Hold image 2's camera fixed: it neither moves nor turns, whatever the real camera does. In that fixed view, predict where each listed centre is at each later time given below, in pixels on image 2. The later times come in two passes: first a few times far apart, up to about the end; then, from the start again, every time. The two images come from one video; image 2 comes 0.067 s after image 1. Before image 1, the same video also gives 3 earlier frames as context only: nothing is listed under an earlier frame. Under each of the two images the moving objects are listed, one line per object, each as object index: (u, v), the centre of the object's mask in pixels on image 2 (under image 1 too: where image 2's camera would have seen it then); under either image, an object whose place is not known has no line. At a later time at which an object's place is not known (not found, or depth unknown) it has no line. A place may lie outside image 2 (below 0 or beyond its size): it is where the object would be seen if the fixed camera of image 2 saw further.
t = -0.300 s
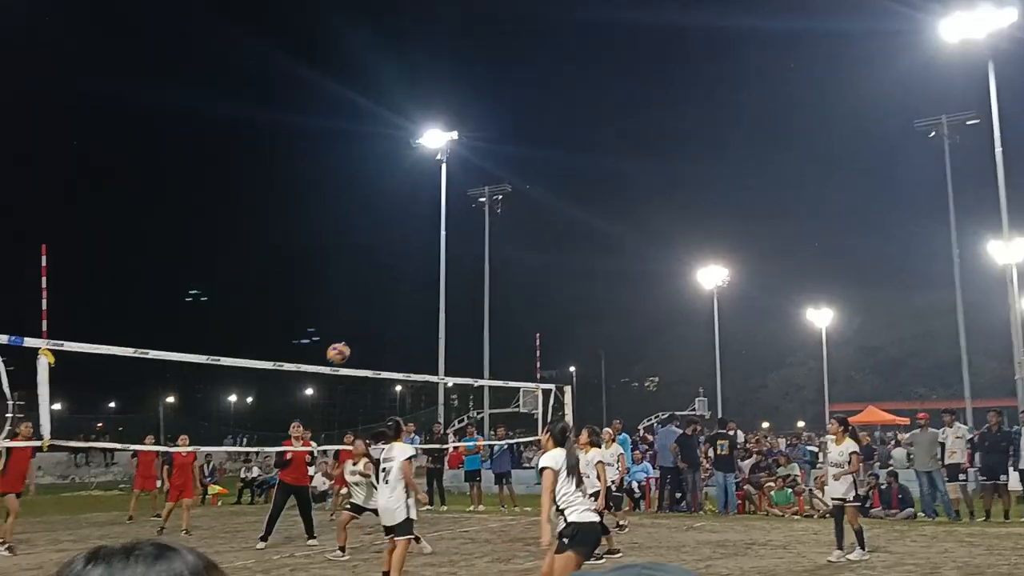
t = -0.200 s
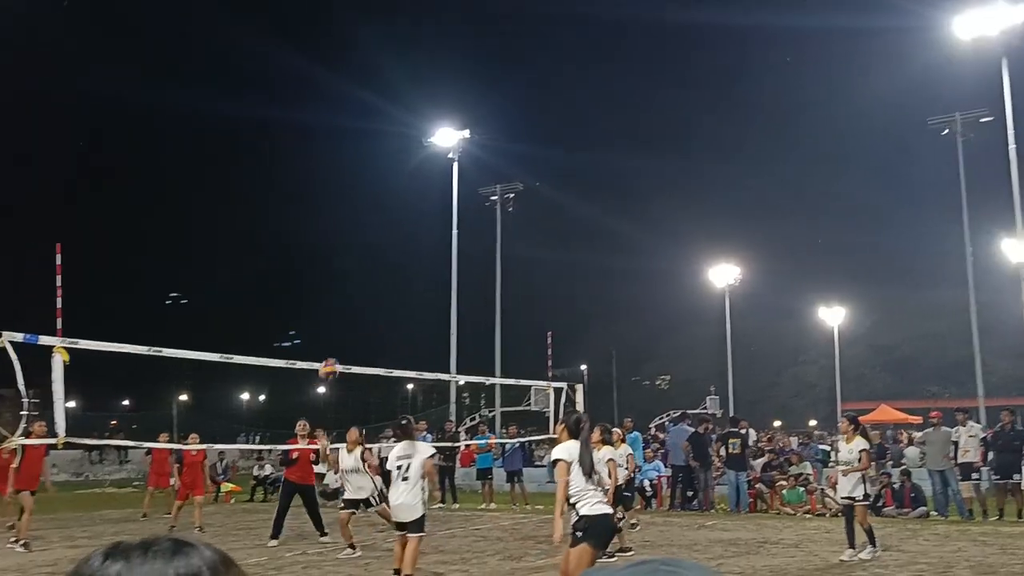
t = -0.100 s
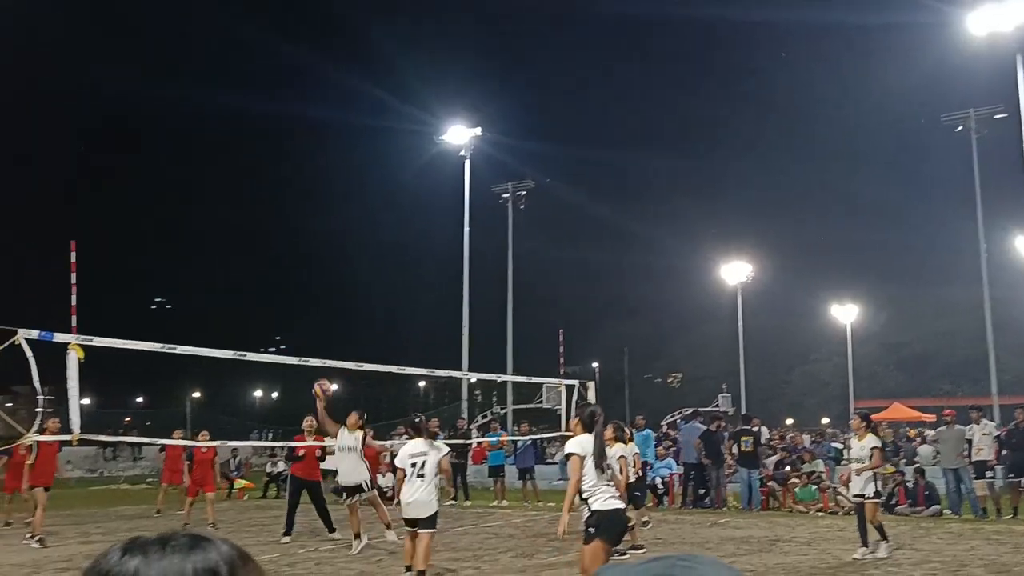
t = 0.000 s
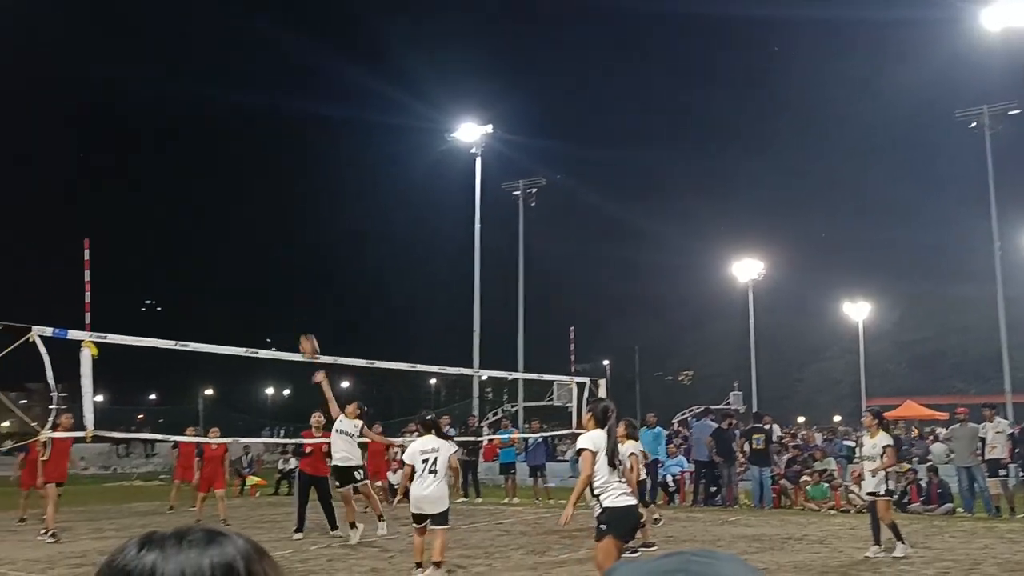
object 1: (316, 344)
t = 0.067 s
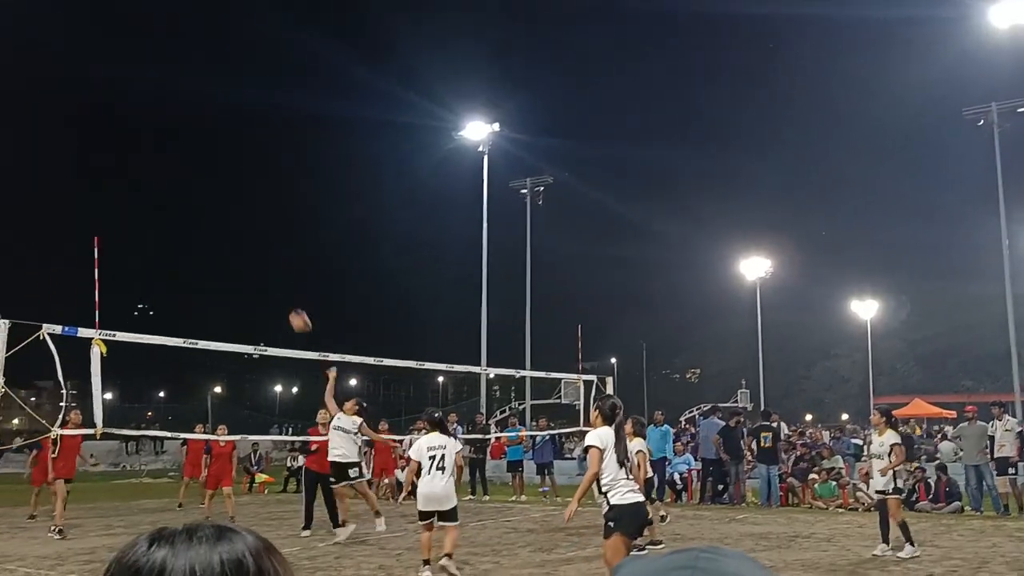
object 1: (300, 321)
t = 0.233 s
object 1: (260, 282)
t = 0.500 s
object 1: (205, 270)
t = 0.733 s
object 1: (162, 301)
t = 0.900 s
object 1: (133, 347)
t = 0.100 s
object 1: (292, 311)
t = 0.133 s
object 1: (283, 302)
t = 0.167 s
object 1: (275, 294)
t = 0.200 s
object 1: (268, 288)
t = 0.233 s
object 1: (260, 282)
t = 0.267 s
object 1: (253, 278)
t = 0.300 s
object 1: (245, 274)
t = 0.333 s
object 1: (238, 271)
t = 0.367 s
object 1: (231, 270)
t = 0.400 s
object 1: (225, 268)
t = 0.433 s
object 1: (218, 268)
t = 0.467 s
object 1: (211, 269)
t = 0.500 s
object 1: (205, 270)
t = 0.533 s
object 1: (198, 273)
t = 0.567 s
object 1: (192, 275)
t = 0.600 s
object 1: (186, 279)
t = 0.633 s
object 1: (180, 283)
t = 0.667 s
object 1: (174, 288)
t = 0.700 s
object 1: (167, 294)
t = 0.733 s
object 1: (162, 301)
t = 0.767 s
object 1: (156, 308)
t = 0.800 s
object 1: (150, 316)
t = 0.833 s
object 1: (147, 324)
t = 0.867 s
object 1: (142, 330)
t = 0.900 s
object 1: (133, 347)
